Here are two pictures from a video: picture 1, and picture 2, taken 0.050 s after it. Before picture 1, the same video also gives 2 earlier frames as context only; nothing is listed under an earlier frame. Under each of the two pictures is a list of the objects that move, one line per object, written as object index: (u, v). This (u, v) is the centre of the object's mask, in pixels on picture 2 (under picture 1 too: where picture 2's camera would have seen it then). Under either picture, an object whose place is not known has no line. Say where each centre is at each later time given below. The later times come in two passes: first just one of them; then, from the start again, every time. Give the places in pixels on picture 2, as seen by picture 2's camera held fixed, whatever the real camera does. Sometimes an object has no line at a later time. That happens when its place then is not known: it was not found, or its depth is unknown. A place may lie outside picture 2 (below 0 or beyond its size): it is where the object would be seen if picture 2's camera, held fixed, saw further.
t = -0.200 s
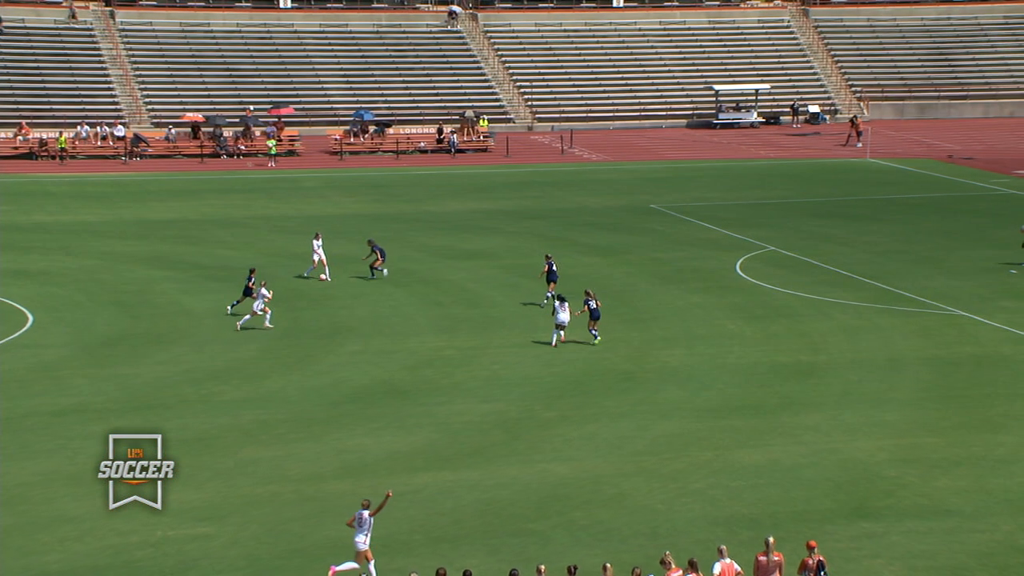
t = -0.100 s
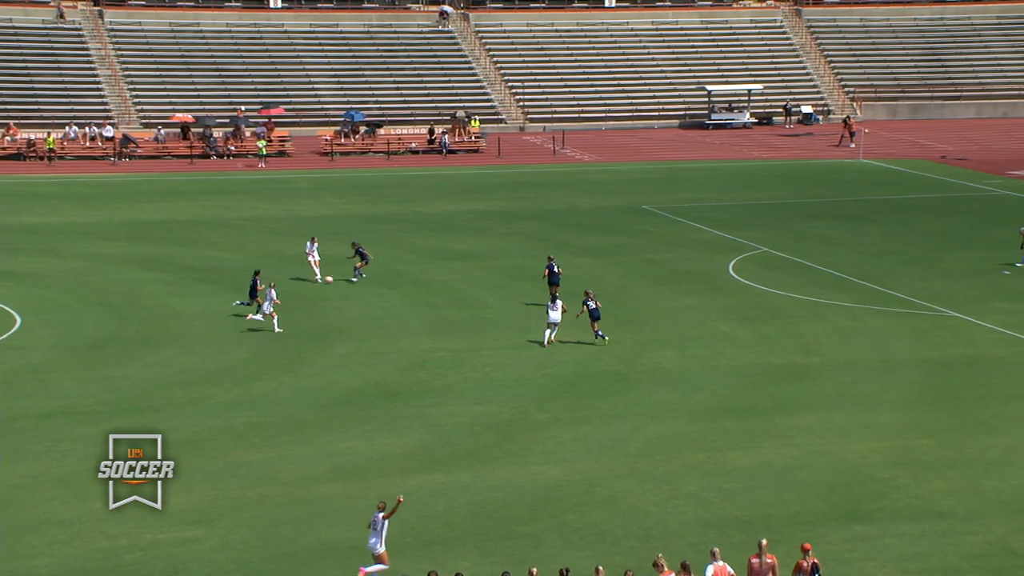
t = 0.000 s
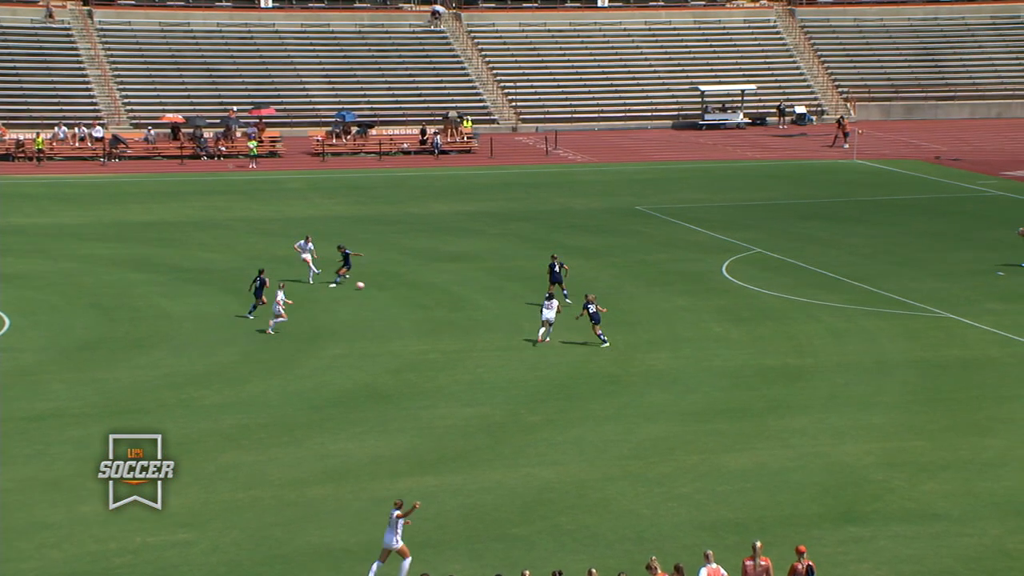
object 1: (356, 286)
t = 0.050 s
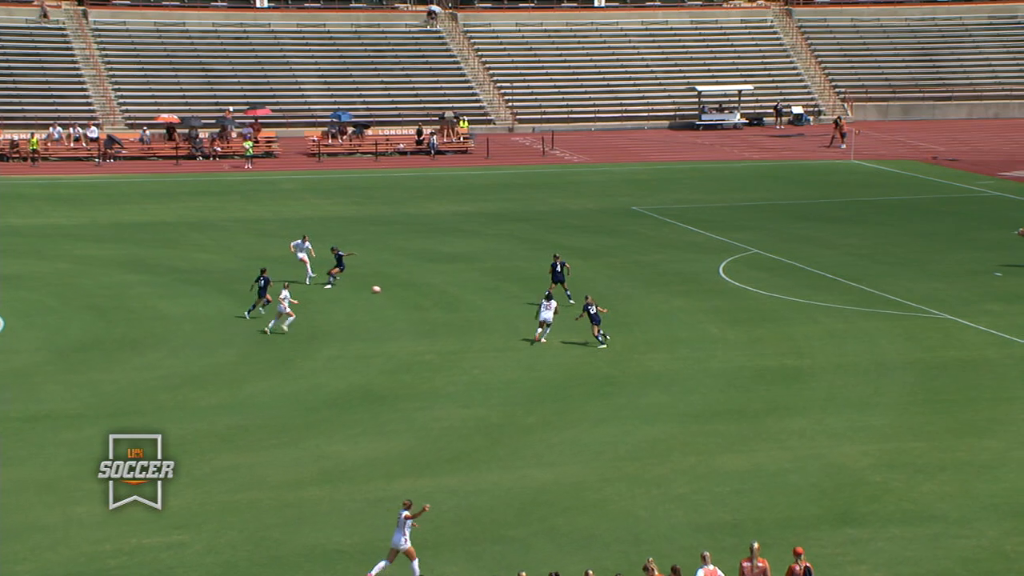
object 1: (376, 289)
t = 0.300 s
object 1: (467, 299)
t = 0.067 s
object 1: (383, 290)
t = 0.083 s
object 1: (389, 291)
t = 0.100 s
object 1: (395, 291)
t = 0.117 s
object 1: (401, 291)
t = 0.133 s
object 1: (408, 292)
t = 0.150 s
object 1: (414, 293)
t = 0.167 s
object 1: (420, 293)
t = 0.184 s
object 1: (426, 294)
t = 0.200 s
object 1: (432, 295)
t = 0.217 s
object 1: (439, 296)
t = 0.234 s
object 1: (444, 297)
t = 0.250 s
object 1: (450, 298)
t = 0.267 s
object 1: (456, 298)
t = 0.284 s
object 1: (462, 299)
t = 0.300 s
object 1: (467, 299)
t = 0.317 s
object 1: (473, 300)
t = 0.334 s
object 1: (478, 300)
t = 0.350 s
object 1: (484, 301)
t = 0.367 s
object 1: (490, 302)
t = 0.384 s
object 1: (495, 303)
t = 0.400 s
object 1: (501, 303)
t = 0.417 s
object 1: (506, 303)
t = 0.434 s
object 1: (511, 304)
